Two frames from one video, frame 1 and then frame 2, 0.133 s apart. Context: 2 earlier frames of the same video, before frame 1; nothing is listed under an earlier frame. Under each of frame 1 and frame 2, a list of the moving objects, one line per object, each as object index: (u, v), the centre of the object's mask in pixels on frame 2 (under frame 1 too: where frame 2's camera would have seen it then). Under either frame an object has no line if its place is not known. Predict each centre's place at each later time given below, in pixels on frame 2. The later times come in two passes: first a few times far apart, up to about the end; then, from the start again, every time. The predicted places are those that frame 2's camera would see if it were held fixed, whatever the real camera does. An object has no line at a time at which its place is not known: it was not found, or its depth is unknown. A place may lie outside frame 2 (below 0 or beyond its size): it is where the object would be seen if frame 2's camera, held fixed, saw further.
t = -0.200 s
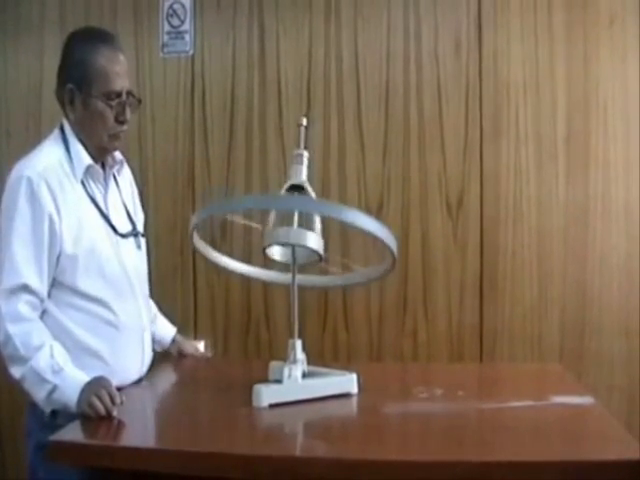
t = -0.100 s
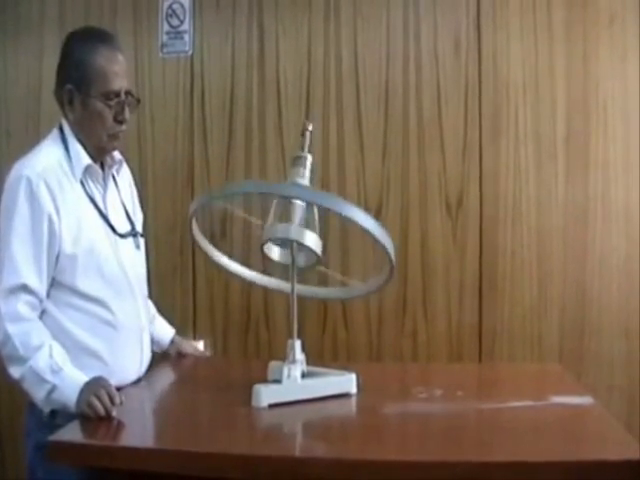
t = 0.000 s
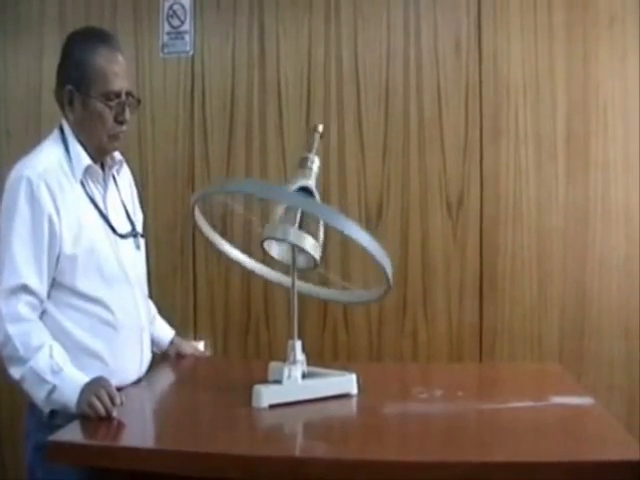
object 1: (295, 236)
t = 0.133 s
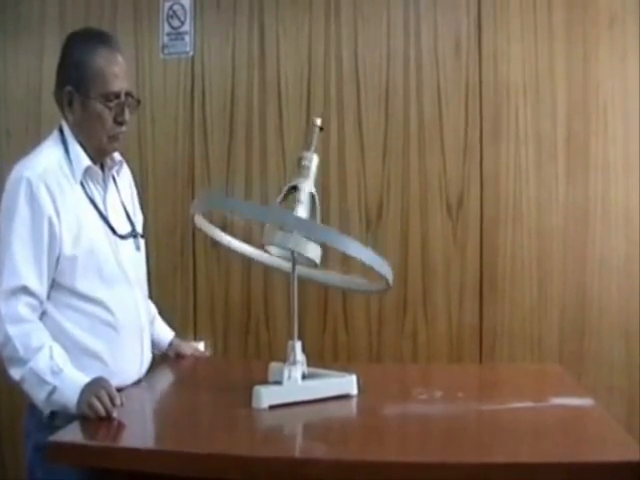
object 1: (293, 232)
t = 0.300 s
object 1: (295, 236)
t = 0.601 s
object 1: (294, 231)
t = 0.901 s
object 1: (295, 235)
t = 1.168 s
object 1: (296, 226)
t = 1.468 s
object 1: (296, 227)
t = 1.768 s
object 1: (294, 227)
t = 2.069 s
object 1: (295, 233)
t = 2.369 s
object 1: (297, 225)
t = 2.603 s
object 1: (294, 237)
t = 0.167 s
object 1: (294, 233)
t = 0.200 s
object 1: (294, 233)
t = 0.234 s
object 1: (294, 234)
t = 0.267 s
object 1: (294, 235)
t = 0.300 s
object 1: (295, 236)
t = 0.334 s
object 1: (294, 236)
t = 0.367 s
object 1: (294, 236)
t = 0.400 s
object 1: (295, 237)
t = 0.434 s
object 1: (295, 237)
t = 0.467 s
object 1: (295, 236)
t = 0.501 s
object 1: (294, 234)
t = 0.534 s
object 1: (294, 233)
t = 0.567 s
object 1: (295, 232)
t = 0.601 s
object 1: (294, 231)
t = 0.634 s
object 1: (294, 230)
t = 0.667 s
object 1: (295, 231)
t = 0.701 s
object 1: (295, 231)
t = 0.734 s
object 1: (295, 232)
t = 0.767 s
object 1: (295, 233)
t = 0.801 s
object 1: (295, 235)
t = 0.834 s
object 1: (294, 235)
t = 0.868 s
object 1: (295, 236)
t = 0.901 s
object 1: (295, 235)
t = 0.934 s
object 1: (295, 234)
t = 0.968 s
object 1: (295, 233)
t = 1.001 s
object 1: (295, 230)
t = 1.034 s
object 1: (295, 228)
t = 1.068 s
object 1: (295, 225)
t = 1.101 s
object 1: (295, 224)
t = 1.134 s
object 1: (297, 225)
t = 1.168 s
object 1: (296, 226)
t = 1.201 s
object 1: (296, 228)
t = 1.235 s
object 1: (296, 230)
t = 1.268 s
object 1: (295, 232)
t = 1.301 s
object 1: (295, 233)
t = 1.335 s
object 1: (294, 233)
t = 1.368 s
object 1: (295, 233)
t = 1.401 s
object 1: (295, 232)
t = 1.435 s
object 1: (296, 230)
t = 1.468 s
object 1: (296, 227)
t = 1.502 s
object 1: (297, 224)
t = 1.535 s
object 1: (296, 225)
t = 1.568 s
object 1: (295, 226)
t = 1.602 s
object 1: (296, 226)
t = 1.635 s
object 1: (297, 225)
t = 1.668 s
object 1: (296, 224)
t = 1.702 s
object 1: (296, 224)
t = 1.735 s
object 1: (295, 225)
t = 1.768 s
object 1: (294, 227)
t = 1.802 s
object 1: (294, 228)
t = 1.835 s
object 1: (296, 229)
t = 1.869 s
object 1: (296, 228)
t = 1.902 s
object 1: (297, 227)
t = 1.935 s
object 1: (298, 225)
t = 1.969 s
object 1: (296, 227)
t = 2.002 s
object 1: (296, 231)
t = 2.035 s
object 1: (295, 232)
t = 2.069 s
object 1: (295, 233)
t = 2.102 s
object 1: (295, 232)
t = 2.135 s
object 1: (296, 232)
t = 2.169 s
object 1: (296, 229)
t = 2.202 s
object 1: (295, 226)
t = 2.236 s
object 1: (296, 223)
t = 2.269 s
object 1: (295, 223)
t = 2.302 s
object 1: (296, 223)
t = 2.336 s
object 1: (298, 223)
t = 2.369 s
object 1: (297, 225)
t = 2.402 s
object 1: (296, 229)
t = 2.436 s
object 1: (295, 232)
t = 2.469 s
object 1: (294, 235)
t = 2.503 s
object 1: (294, 237)
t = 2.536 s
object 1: (293, 238)
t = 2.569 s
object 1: (293, 238)
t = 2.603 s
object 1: (294, 237)
